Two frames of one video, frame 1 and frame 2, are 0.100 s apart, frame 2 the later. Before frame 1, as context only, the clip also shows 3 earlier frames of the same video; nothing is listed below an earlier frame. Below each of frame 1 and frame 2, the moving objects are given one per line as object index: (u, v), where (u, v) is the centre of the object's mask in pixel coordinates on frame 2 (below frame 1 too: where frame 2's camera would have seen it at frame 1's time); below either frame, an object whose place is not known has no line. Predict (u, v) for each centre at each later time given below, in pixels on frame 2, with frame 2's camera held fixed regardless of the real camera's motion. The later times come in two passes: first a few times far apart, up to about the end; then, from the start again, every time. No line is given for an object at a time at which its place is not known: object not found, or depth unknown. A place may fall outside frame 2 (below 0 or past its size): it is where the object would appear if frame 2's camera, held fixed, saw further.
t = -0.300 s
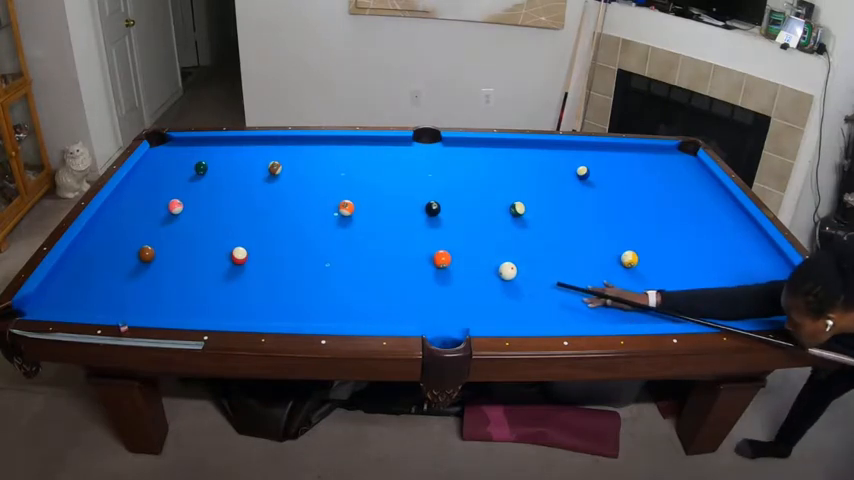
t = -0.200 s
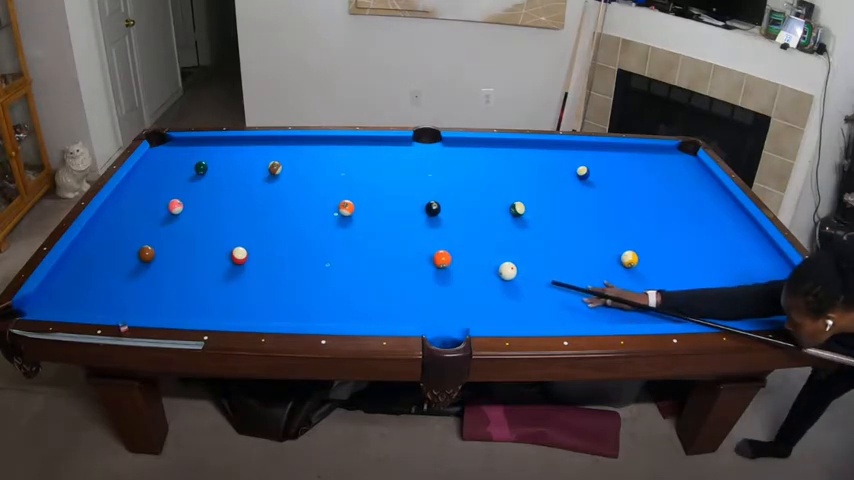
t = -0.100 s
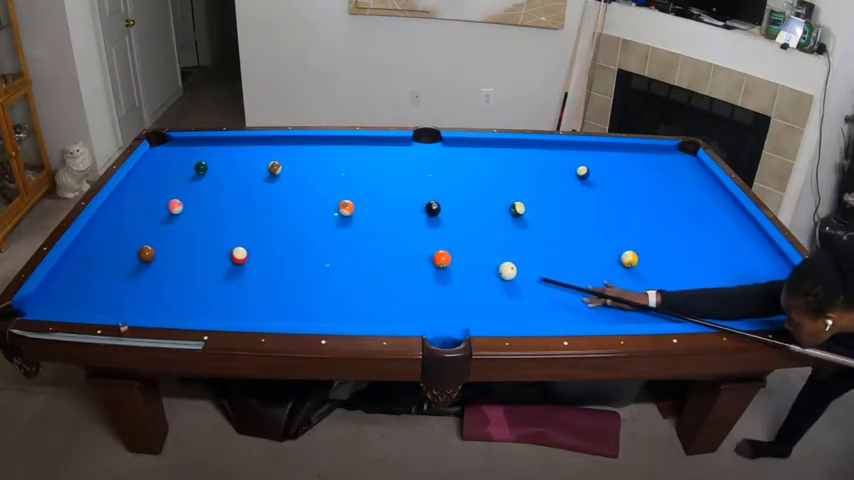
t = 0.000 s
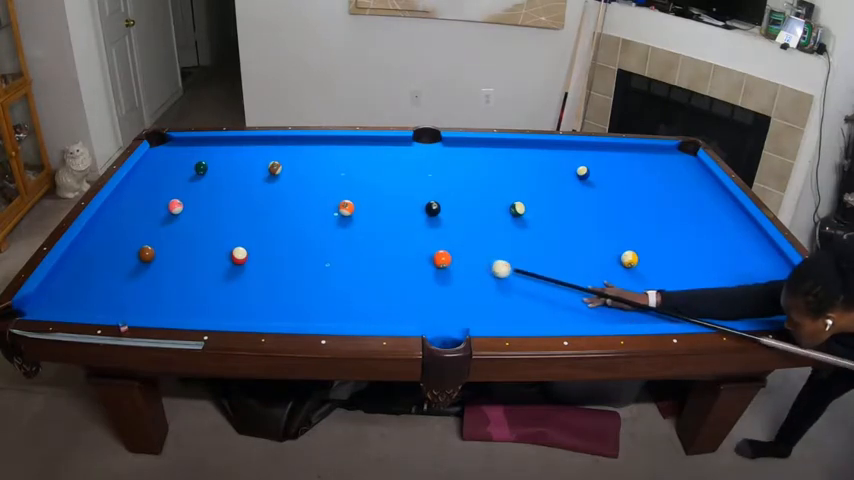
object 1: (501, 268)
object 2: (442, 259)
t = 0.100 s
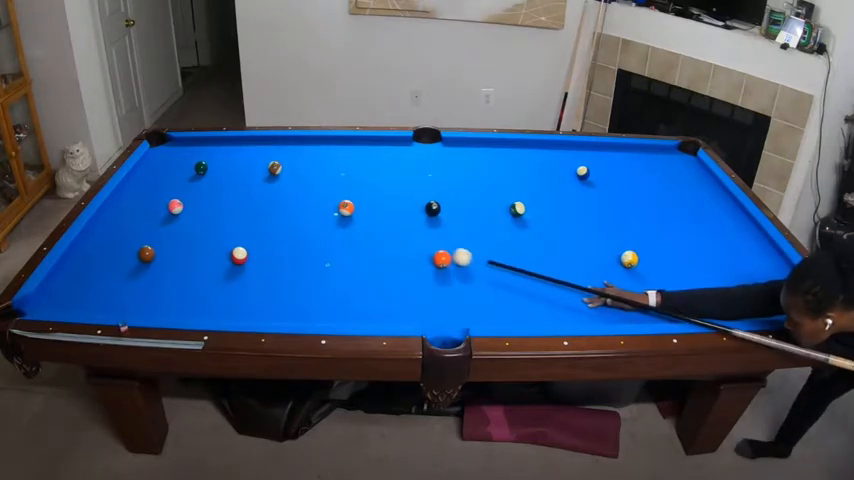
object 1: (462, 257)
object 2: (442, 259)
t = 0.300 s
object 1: (435, 232)
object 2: (407, 264)
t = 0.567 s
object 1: (404, 204)
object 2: (365, 270)
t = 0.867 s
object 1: (376, 177)
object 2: (319, 276)
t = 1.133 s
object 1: (355, 158)
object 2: (280, 281)
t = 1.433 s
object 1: (334, 139)
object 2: (239, 286)
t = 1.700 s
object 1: (324, 146)
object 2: (204, 290)
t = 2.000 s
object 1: (312, 155)
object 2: (169, 294)
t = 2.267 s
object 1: (302, 162)
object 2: (140, 297)
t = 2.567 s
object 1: (291, 170)
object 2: (110, 300)
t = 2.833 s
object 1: (281, 176)
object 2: (86, 302)
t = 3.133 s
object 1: (271, 183)
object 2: (63, 303)
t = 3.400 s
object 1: (264, 188)
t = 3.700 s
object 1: (256, 194)
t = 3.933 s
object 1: (251, 197)
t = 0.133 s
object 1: (456, 253)
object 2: (436, 259)
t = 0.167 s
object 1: (453, 248)
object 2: (429, 260)
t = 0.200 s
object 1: (448, 244)
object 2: (423, 261)
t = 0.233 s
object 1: (444, 240)
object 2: (417, 262)
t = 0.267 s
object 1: (439, 236)
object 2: (412, 263)
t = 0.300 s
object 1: (435, 232)
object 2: (407, 264)
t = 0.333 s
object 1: (431, 228)
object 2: (402, 264)
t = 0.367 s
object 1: (427, 225)
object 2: (397, 265)
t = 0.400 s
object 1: (423, 221)
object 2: (391, 266)
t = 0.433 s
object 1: (419, 217)
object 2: (386, 267)
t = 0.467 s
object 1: (415, 214)
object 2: (381, 268)
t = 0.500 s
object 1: (411, 210)
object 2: (375, 268)
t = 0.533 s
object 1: (408, 207)
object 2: (370, 269)
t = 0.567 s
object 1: (404, 204)
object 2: (365, 270)
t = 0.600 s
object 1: (401, 201)
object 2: (360, 270)
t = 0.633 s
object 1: (398, 198)
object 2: (355, 271)
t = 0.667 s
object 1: (394, 195)
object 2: (349, 272)
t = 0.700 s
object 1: (391, 192)
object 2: (344, 273)
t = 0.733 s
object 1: (388, 189)
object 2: (339, 273)
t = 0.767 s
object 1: (385, 186)
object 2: (334, 274)
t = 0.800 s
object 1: (382, 183)
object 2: (329, 275)
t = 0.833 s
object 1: (379, 180)
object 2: (324, 275)
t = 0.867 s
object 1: (376, 177)
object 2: (319, 276)
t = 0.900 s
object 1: (373, 175)
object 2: (314, 276)
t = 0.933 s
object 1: (370, 172)
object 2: (309, 277)
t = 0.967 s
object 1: (368, 170)
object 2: (305, 278)
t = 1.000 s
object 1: (365, 167)
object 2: (299, 279)
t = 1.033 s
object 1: (362, 165)
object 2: (294, 279)
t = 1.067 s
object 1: (360, 163)
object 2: (290, 280)
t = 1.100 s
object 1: (357, 160)
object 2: (285, 280)
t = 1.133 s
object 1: (355, 158)
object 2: (280, 281)
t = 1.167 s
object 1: (353, 156)
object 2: (276, 282)
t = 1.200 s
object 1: (350, 154)
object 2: (271, 282)
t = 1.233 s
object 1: (348, 151)
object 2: (266, 283)
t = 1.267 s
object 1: (346, 149)
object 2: (262, 284)
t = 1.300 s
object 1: (343, 147)
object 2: (257, 284)
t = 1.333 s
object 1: (341, 145)
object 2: (252, 285)
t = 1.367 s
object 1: (339, 143)
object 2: (248, 285)
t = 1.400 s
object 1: (337, 142)
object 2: (243, 286)
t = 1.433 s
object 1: (334, 139)
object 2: (239, 286)
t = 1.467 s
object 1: (333, 140)
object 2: (234, 287)
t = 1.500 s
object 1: (331, 141)
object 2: (230, 287)
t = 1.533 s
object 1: (330, 142)
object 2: (226, 288)
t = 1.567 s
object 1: (329, 143)
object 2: (221, 288)
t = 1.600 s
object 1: (327, 144)
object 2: (217, 289)
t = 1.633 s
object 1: (326, 144)
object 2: (213, 289)
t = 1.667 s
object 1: (325, 145)
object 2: (209, 290)
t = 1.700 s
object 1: (324, 146)
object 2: (204, 290)
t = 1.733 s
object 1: (322, 147)
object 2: (200, 291)
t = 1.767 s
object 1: (321, 148)
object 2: (196, 291)
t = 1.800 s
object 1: (320, 149)
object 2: (192, 292)
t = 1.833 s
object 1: (318, 150)
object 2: (188, 292)
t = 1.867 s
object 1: (317, 151)
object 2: (184, 293)
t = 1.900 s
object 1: (316, 152)
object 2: (181, 293)
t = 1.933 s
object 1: (314, 153)
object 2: (176, 293)
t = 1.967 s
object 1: (313, 154)
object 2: (173, 294)
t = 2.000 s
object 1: (312, 155)
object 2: (169, 294)
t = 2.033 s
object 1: (311, 155)
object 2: (165, 295)
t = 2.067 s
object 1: (309, 157)
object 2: (161, 295)
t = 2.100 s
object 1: (308, 157)
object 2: (158, 295)
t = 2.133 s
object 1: (306, 158)
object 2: (154, 296)
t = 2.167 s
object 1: (305, 159)
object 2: (150, 296)
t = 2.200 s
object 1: (304, 160)
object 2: (147, 297)
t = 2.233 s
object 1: (303, 161)
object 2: (143, 297)
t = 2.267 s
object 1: (302, 162)
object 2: (140, 297)
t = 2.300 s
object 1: (300, 163)
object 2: (136, 297)
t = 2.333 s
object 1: (299, 164)
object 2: (133, 298)
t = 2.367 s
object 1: (298, 165)
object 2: (129, 298)
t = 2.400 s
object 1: (297, 166)
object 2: (126, 298)
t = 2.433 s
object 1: (295, 166)
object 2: (123, 299)
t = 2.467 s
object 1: (294, 167)
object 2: (119, 299)
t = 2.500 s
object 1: (293, 168)
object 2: (116, 299)
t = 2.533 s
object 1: (292, 169)
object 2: (113, 300)
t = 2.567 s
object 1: (291, 170)
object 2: (110, 300)
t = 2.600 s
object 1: (289, 171)
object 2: (107, 300)
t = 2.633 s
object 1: (288, 171)
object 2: (104, 300)
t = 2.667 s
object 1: (287, 172)
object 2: (101, 301)
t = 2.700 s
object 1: (286, 173)
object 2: (98, 301)
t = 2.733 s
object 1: (285, 174)
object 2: (95, 301)
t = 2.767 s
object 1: (283, 175)
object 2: (92, 302)
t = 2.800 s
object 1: (282, 175)
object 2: (89, 302)
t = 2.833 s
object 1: (281, 176)
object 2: (86, 302)
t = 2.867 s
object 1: (280, 177)
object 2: (84, 302)
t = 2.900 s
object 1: (279, 178)
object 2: (81, 302)
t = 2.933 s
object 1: (278, 179)
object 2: (78, 303)
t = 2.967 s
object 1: (277, 179)
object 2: (75, 303)
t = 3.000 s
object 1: (276, 180)
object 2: (73, 303)
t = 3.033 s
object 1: (275, 181)
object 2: (70, 303)
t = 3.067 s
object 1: (274, 181)
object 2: (68, 303)
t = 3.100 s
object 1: (273, 182)
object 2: (65, 303)
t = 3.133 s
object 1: (271, 183)
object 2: (63, 303)
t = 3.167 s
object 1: (270, 183)
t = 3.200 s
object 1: (269, 184)
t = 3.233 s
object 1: (269, 185)
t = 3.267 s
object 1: (268, 185)
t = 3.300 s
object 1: (267, 186)
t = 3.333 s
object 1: (265, 187)
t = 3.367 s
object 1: (264, 188)
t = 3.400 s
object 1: (264, 188)
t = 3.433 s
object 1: (263, 189)
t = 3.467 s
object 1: (262, 189)
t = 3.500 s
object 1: (261, 190)
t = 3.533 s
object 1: (260, 191)
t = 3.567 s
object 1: (259, 191)
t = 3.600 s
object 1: (258, 192)
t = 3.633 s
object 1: (257, 193)
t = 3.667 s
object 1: (257, 193)
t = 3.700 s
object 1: (256, 194)
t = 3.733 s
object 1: (255, 194)
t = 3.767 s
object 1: (254, 195)
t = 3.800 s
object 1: (254, 196)
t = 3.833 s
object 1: (253, 196)
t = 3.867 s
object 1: (252, 197)
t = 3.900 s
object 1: (251, 197)
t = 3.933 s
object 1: (251, 197)
